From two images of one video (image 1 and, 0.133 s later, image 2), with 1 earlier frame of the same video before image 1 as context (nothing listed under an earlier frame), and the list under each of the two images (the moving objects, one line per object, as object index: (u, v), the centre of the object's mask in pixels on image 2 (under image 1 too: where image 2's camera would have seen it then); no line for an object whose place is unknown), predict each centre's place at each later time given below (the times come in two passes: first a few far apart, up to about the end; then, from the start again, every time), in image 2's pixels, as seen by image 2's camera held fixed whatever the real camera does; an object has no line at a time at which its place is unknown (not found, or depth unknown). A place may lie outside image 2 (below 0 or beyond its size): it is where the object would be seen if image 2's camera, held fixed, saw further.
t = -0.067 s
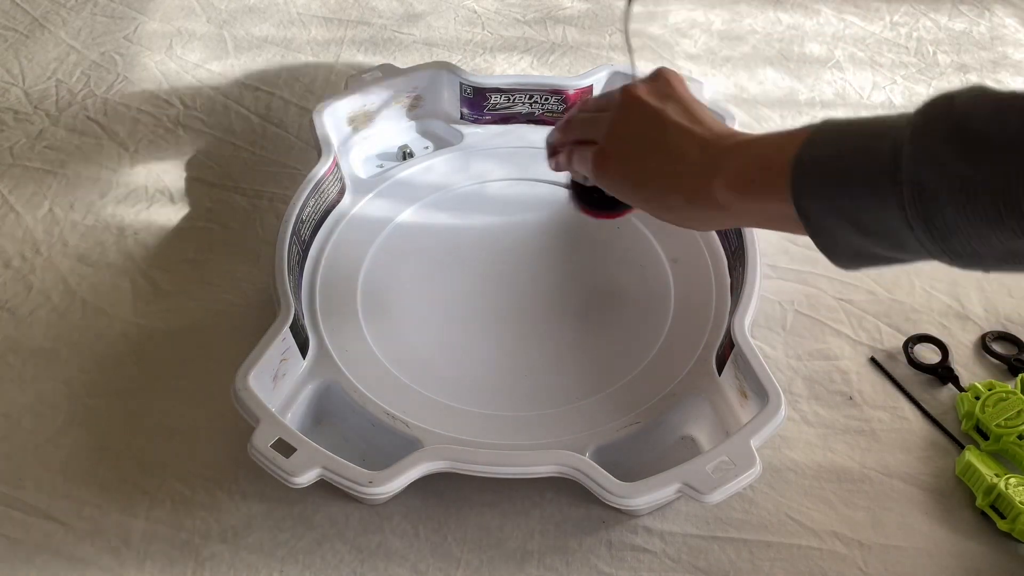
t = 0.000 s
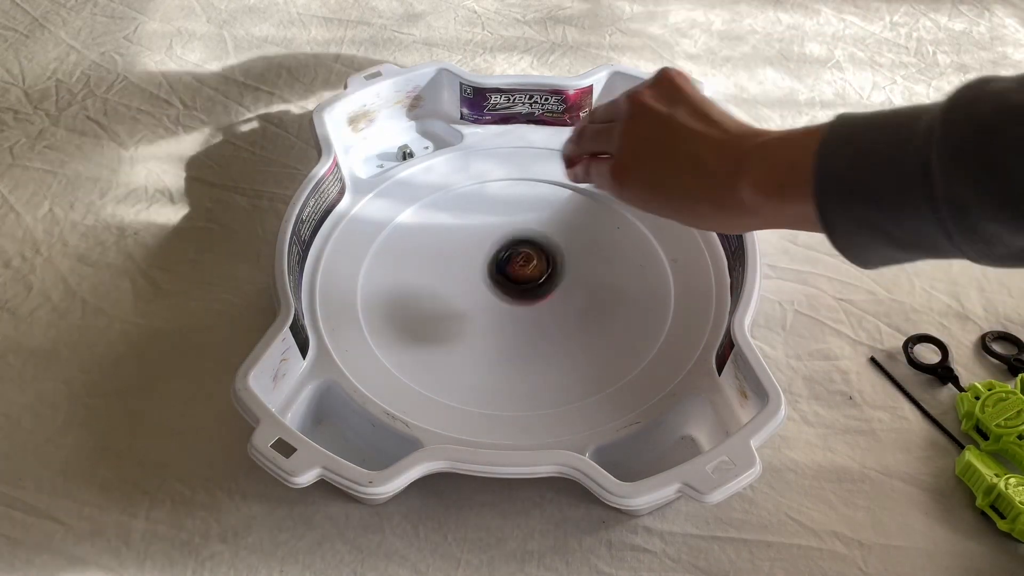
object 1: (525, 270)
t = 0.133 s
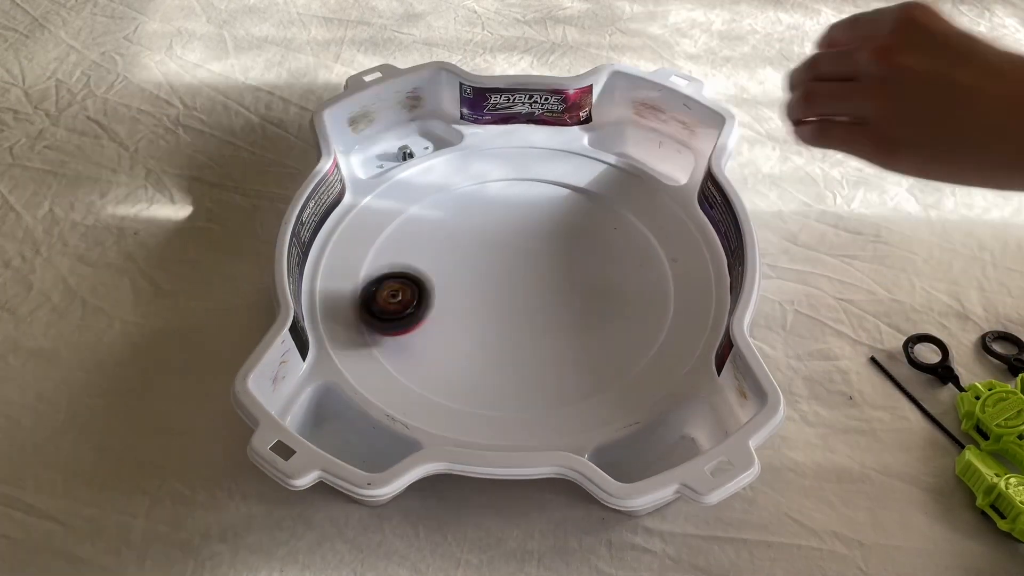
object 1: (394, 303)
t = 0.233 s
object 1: (368, 297)
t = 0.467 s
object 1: (493, 292)
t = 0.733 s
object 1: (549, 247)
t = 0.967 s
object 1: (427, 231)
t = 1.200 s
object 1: (404, 344)
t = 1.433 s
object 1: (621, 349)
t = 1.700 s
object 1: (569, 170)
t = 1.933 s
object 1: (370, 246)
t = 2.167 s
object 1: (499, 383)
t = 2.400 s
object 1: (669, 263)
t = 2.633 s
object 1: (498, 166)
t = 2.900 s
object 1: (374, 310)
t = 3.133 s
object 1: (583, 357)
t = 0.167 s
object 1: (372, 300)
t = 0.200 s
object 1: (362, 298)
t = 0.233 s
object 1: (368, 297)
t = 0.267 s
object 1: (378, 295)
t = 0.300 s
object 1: (392, 294)
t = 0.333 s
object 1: (409, 294)
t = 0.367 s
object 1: (428, 294)
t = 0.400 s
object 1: (450, 294)
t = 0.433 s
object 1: (471, 293)
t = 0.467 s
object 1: (493, 292)
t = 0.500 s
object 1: (513, 291)
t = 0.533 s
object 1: (530, 290)
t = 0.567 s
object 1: (543, 288)
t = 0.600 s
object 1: (553, 283)
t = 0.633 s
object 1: (559, 276)
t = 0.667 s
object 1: (560, 266)
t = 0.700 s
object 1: (557, 257)
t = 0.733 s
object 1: (549, 247)
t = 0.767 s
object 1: (538, 239)
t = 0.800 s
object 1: (524, 231)
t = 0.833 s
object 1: (506, 225)
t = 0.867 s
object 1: (486, 222)
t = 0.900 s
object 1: (467, 222)
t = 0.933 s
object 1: (447, 225)
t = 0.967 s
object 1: (427, 231)
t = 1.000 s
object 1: (410, 241)
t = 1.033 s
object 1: (397, 254)
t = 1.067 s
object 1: (387, 269)
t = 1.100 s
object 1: (381, 287)
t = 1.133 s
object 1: (382, 306)
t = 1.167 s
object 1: (390, 326)
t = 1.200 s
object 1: (404, 344)
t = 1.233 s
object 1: (425, 361)
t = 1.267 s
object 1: (455, 374)
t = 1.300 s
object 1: (487, 381)
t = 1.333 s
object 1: (522, 382)
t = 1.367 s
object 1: (558, 377)
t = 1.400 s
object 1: (591, 365)
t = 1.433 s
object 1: (621, 349)
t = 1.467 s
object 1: (645, 325)
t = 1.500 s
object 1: (659, 300)
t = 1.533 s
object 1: (667, 274)
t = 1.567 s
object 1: (663, 247)
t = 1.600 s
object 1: (648, 224)
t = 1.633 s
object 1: (629, 200)
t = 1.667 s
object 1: (601, 184)
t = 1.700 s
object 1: (569, 170)
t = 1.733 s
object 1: (533, 166)
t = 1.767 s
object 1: (499, 165)
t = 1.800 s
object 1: (464, 171)
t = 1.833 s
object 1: (432, 184)
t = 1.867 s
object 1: (405, 201)
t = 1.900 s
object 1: (384, 223)
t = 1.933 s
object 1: (370, 246)
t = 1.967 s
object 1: (364, 273)
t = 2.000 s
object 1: (368, 299)
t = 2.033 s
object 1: (381, 325)
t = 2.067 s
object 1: (400, 346)
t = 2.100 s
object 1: (428, 365)
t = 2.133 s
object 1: (462, 377)
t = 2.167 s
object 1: (499, 383)
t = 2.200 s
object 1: (537, 380)
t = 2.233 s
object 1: (572, 371)
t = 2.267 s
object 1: (603, 358)
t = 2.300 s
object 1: (631, 337)
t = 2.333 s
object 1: (650, 315)
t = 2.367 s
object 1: (664, 289)
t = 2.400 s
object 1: (669, 263)
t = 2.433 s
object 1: (660, 238)
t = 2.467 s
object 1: (645, 216)
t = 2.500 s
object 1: (625, 194)
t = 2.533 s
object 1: (596, 180)
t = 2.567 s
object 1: (564, 169)
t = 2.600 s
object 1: (530, 165)
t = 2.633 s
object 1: (498, 166)
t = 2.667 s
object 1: (466, 172)
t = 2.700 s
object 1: (438, 182)
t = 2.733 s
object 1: (411, 198)
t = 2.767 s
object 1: (390, 217)
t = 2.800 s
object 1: (375, 238)
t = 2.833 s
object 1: (367, 262)
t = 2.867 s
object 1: (367, 287)
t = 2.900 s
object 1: (374, 310)
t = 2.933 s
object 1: (390, 330)
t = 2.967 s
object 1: (412, 348)
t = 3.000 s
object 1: (442, 362)
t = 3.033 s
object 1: (476, 370)
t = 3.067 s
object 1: (513, 371)
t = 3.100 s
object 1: (550, 367)
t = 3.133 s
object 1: (583, 357)
